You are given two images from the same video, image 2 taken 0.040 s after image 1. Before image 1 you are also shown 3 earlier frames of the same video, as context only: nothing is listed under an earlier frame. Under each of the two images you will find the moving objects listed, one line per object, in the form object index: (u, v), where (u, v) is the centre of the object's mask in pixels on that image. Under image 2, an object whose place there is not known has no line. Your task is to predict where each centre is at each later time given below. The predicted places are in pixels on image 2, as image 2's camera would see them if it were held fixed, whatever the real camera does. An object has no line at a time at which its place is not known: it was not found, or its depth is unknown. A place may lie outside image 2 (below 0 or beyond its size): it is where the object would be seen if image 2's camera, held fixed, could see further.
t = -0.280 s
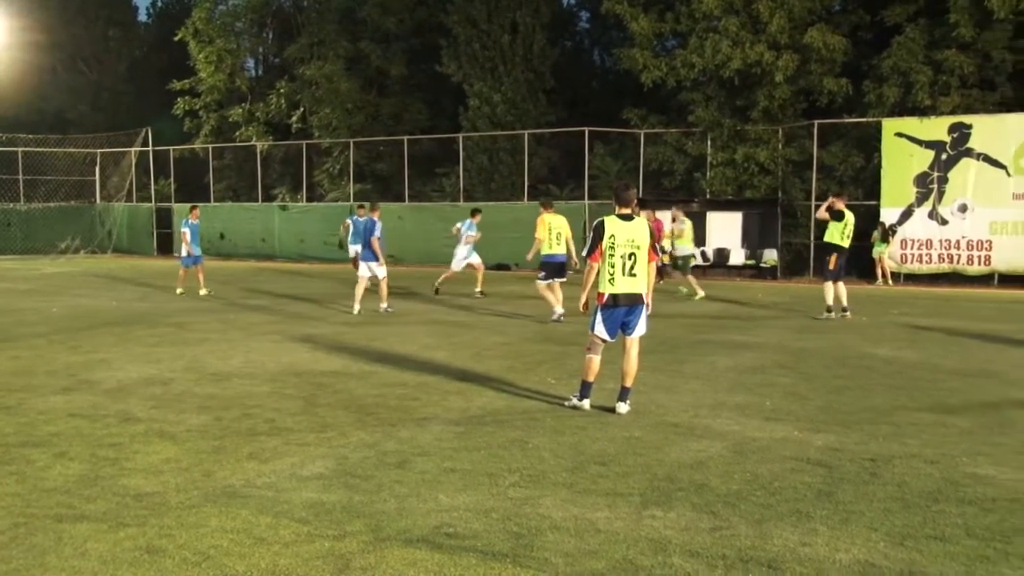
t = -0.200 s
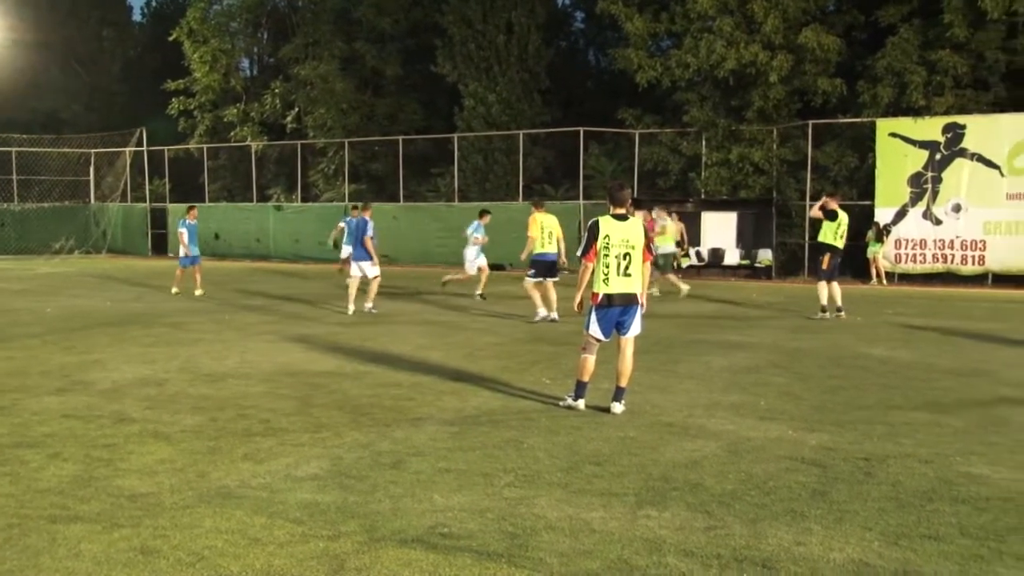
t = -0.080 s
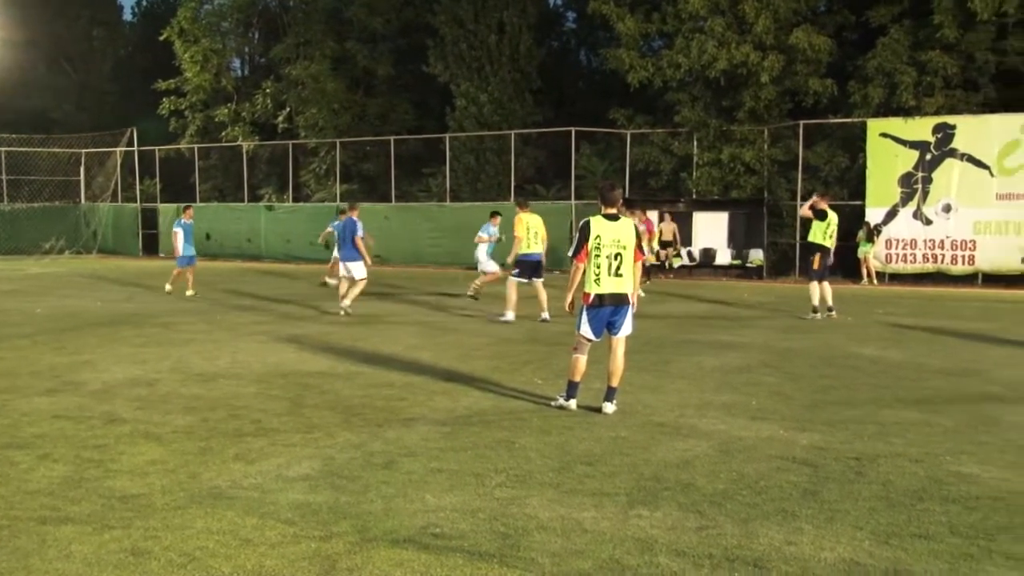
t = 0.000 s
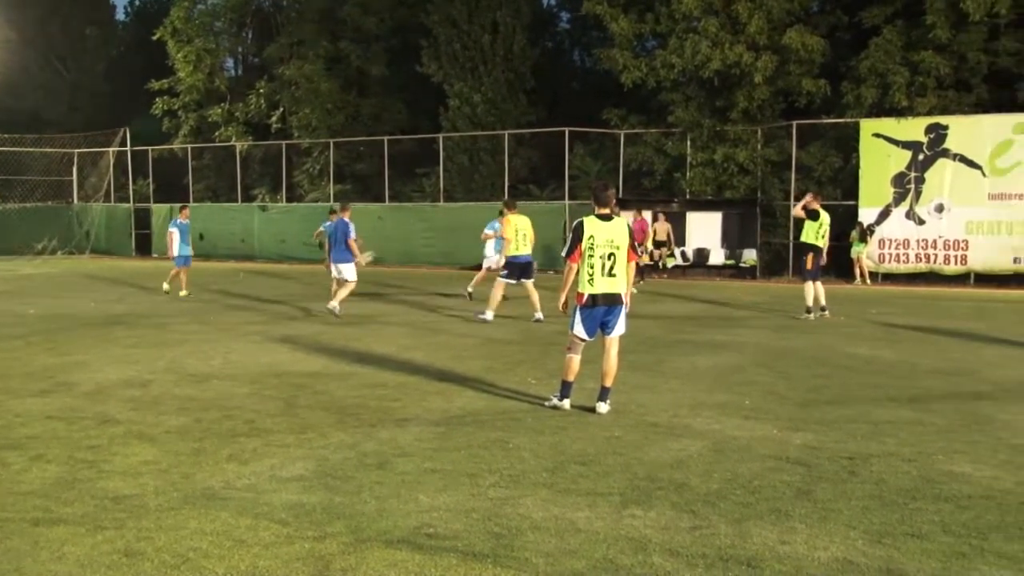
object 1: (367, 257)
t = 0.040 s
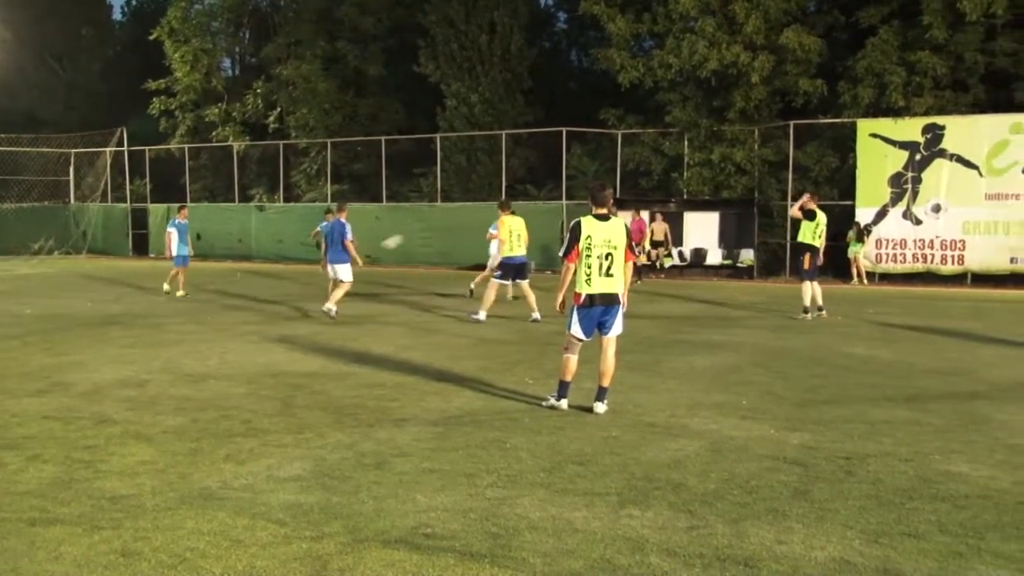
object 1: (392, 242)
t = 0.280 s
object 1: (612, 146)
